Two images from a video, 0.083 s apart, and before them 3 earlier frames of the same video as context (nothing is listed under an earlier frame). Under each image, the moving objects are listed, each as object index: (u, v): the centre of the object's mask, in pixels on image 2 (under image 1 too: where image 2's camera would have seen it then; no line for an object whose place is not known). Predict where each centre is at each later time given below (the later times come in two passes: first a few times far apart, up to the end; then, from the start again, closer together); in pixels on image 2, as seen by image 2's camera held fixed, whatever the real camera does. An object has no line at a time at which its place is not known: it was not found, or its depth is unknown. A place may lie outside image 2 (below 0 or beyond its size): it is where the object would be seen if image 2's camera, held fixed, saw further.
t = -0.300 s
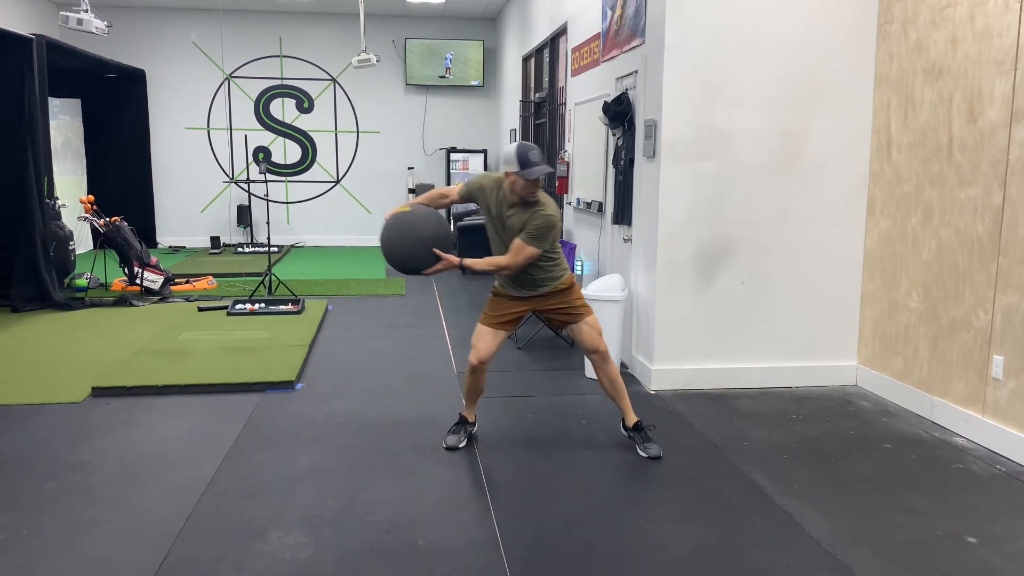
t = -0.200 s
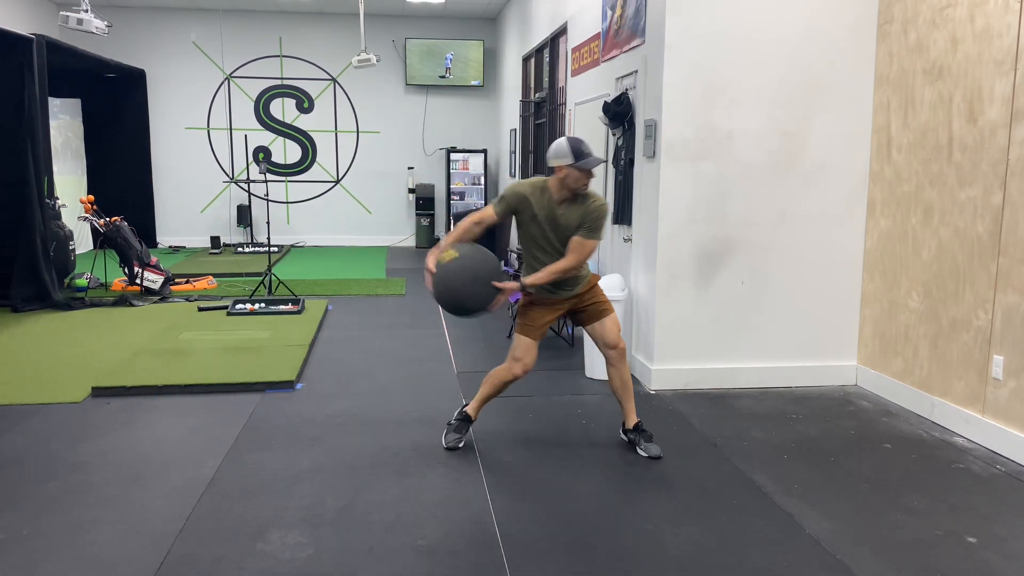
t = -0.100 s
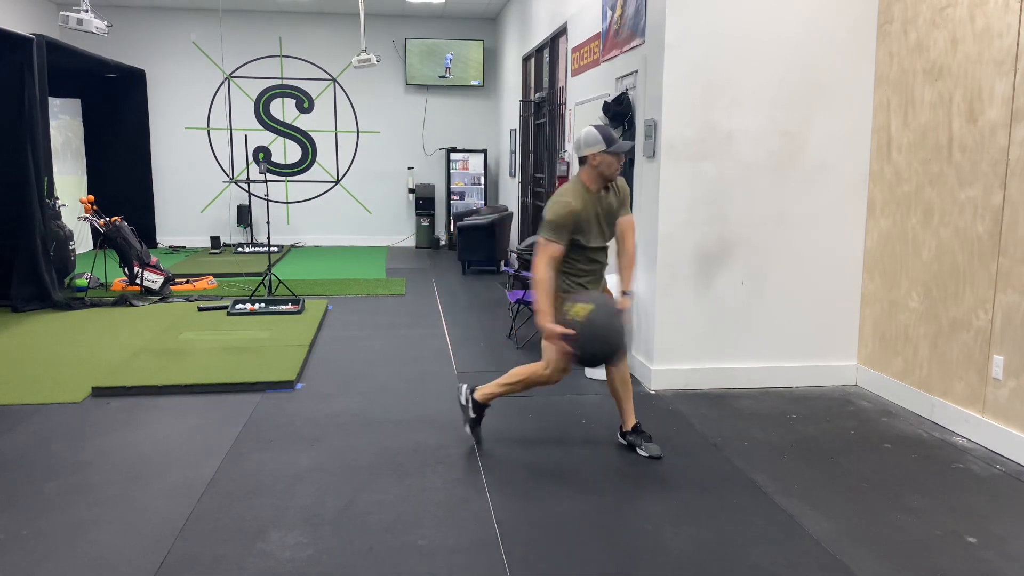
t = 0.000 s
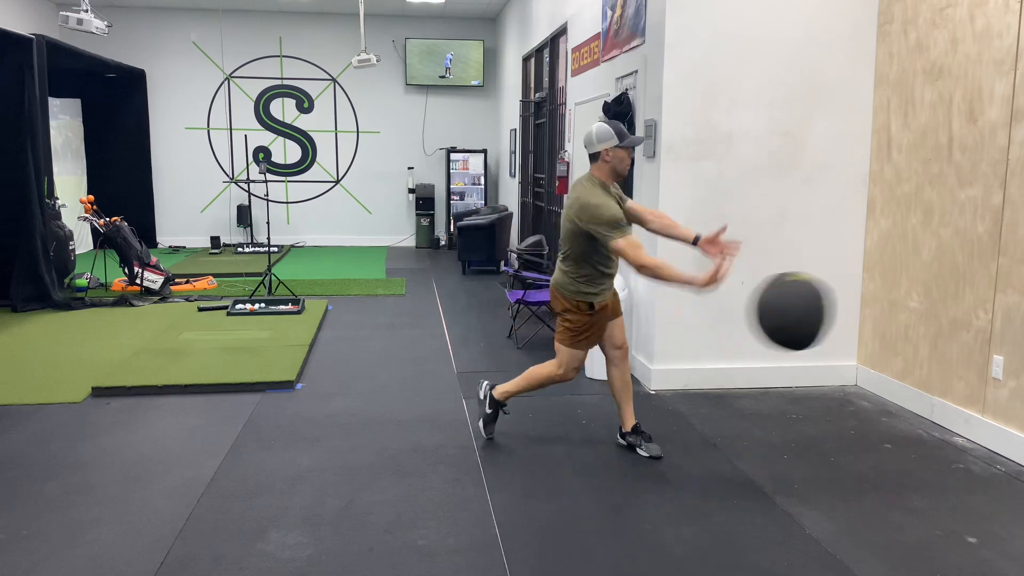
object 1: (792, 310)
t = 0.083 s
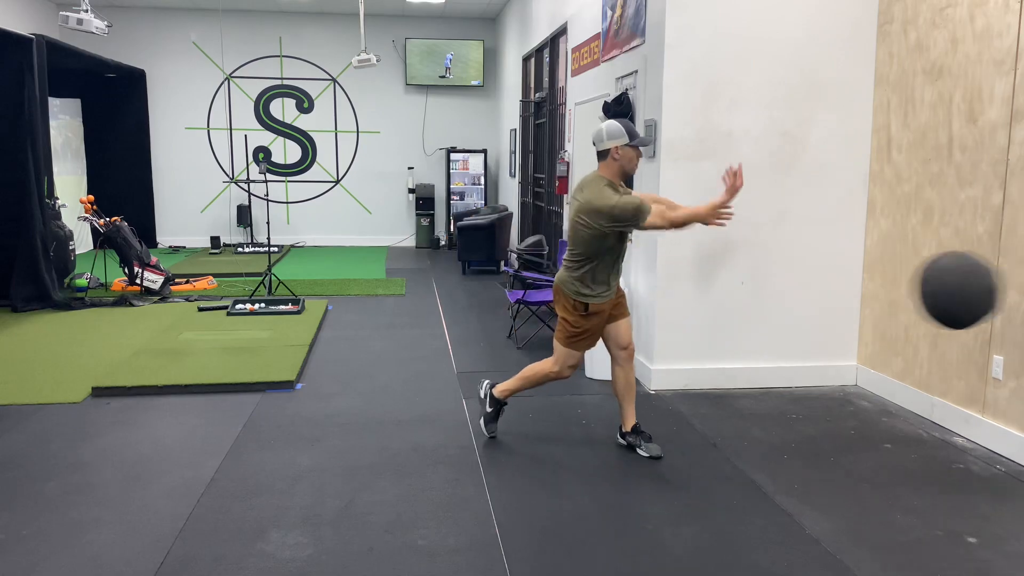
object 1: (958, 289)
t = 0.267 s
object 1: (937, 277)
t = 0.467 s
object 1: (764, 336)
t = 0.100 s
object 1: (989, 287)
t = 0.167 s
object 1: (1005, 279)
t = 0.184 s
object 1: (998, 277)
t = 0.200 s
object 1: (991, 276)
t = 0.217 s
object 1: (980, 275)
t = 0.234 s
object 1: (965, 275)
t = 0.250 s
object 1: (951, 276)
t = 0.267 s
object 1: (937, 277)
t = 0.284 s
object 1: (923, 278)
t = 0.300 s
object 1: (908, 281)
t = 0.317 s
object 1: (894, 284)
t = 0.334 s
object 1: (880, 287)
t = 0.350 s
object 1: (865, 291)
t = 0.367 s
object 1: (851, 296)
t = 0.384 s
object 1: (836, 301)
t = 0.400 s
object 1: (822, 307)
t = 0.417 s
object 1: (808, 313)
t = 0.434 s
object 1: (793, 320)
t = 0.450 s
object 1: (779, 328)
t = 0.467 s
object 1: (764, 336)
